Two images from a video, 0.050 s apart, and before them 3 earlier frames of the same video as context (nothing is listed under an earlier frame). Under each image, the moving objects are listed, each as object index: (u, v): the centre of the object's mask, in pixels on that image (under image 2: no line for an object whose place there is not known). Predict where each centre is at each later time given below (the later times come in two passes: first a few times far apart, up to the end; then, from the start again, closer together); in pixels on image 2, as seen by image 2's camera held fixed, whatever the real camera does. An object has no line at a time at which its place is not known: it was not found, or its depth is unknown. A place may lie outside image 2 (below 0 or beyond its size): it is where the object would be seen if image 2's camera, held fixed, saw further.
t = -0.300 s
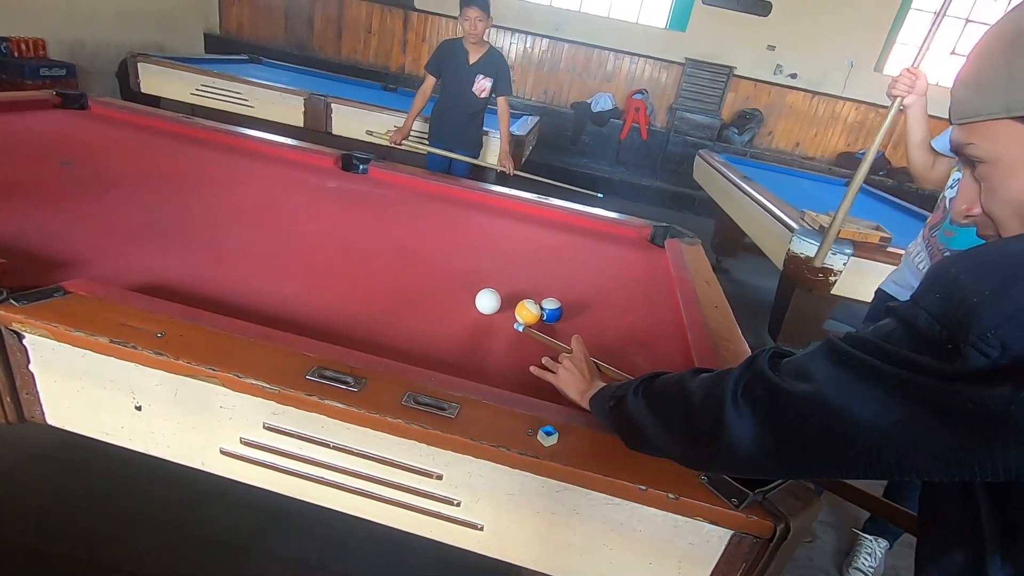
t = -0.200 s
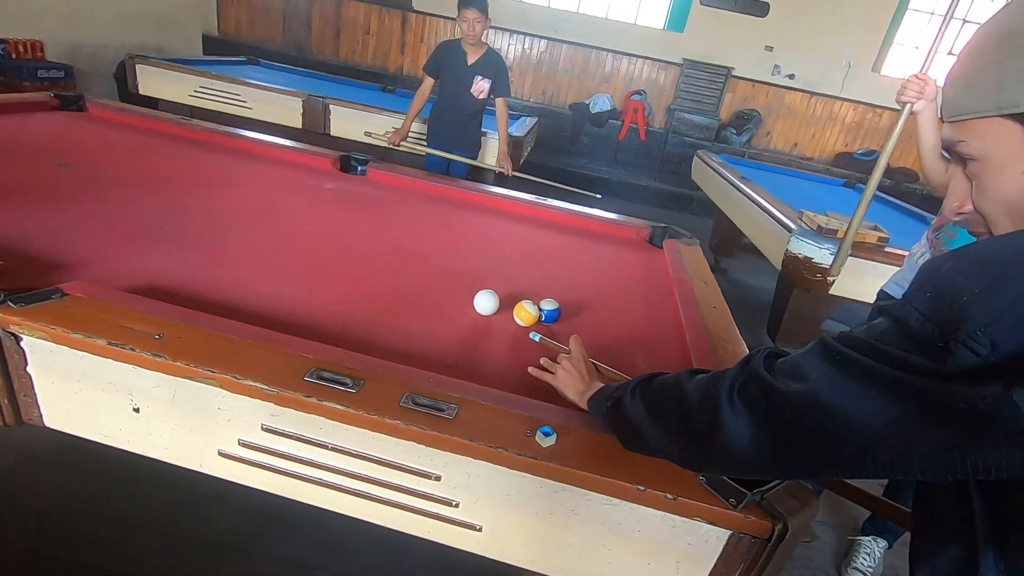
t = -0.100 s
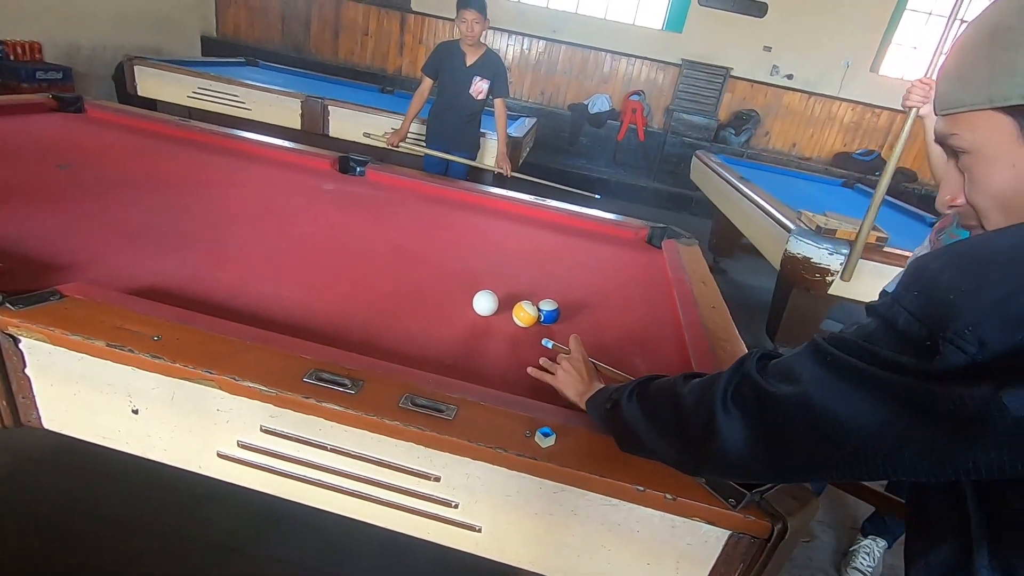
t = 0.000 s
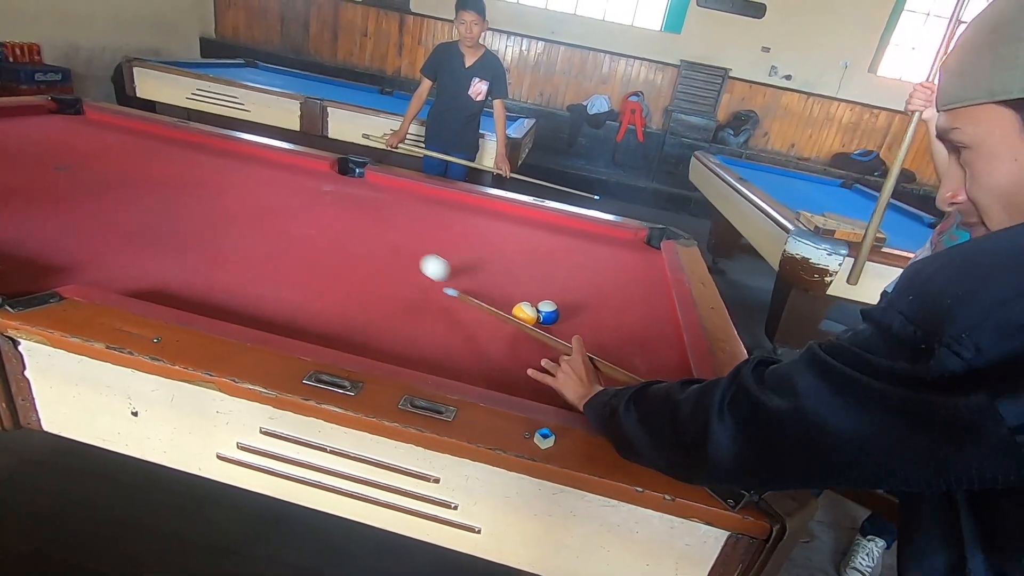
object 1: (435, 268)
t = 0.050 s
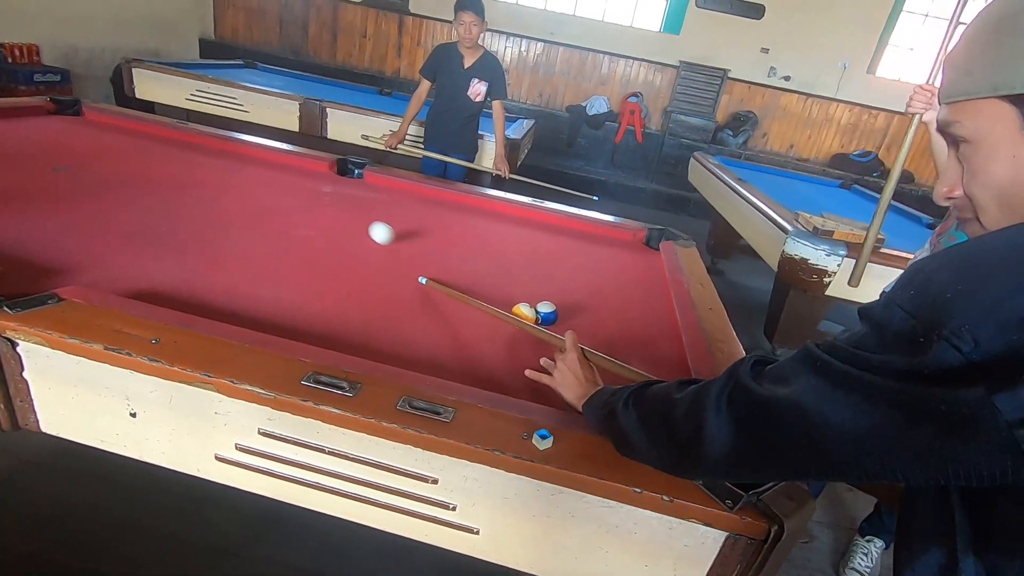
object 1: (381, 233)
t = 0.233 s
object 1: (264, 153)
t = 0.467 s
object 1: (38, 136)
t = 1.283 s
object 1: (21, 193)
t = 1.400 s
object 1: (96, 195)
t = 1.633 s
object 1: (242, 200)
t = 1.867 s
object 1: (359, 204)
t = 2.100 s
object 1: (453, 208)
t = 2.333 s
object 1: (525, 213)
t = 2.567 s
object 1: (563, 228)
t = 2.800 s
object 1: (602, 244)
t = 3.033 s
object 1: (644, 262)
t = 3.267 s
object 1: (641, 267)
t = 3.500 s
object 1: (617, 267)
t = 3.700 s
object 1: (597, 266)
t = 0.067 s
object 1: (366, 223)
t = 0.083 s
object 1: (353, 214)
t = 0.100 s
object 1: (340, 205)
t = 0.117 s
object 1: (329, 197)
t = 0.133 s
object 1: (318, 189)
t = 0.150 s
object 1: (307, 182)
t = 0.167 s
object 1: (298, 175)
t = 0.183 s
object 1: (289, 169)
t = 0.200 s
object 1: (280, 163)
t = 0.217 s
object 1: (272, 158)
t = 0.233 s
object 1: (264, 153)
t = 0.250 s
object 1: (250, 151)
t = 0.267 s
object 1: (235, 150)
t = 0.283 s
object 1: (219, 149)
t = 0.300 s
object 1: (203, 148)
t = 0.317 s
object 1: (188, 147)
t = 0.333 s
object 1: (171, 146)
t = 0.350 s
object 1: (155, 145)
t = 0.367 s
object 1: (139, 143)
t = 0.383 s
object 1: (122, 142)
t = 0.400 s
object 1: (106, 141)
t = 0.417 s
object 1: (89, 140)
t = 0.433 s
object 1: (72, 138)
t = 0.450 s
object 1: (55, 137)
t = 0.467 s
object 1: (38, 136)
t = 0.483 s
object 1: (23, 135)
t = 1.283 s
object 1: (21, 193)
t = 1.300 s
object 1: (27, 193)
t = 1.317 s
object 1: (34, 193)
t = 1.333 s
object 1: (47, 193)
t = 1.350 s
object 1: (60, 194)
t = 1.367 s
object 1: (72, 194)
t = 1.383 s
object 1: (84, 194)
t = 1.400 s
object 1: (96, 195)
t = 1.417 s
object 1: (107, 195)
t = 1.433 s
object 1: (119, 196)
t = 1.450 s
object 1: (130, 196)
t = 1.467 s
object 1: (141, 197)
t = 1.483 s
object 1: (152, 197)
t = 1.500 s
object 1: (163, 197)
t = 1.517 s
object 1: (173, 198)
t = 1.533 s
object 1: (184, 198)
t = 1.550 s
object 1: (194, 199)
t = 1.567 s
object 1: (204, 199)
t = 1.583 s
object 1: (214, 199)
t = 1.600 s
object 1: (223, 200)
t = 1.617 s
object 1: (233, 200)
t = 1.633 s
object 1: (242, 200)
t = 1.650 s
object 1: (252, 200)
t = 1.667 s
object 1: (261, 201)
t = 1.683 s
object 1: (269, 201)
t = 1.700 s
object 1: (278, 201)
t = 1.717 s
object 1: (287, 202)
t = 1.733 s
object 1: (295, 202)
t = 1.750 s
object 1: (304, 202)
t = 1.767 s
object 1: (312, 203)
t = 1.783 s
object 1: (320, 203)
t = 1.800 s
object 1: (328, 203)
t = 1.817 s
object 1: (336, 204)
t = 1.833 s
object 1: (343, 204)
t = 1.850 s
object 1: (351, 204)
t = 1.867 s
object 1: (359, 204)
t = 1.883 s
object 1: (366, 205)
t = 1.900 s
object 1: (373, 205)
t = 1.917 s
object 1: (380, 205)
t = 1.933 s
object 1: (388, 206)
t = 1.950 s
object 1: (395, 206)
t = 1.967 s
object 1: (401, 206)
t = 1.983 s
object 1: (408, 206)
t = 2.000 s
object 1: (415, 207)
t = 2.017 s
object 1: (421, 207)
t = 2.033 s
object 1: (428, 207)
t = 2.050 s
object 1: (434, 207)
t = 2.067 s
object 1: (441, 207)
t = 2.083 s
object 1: (447, 208)
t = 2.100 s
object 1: (453, 208)
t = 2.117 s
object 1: (459, 208)
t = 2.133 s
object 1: (465, 208)
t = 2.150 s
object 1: (471, 208)
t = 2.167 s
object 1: (477, 209)
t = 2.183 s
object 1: (483, 209)
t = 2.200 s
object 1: (489, 209)
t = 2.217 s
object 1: (494, 209)
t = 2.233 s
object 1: (499, 209)
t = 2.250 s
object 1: (505, 210)
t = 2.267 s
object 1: (511, 210)
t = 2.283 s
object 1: (516, 210)
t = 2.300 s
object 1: (521, 211)
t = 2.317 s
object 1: (523, 212)
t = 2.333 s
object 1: (525, 213)
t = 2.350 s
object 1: (528, 214)
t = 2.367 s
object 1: (530, 215)
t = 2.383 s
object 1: (533, 216)
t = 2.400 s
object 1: (536, 217)
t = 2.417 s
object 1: (538, 218)
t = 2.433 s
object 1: (541, 219)
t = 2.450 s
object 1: (544, 221)
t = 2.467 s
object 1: (546, 222)
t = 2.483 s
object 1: (549, 223)
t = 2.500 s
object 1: (552, 224)
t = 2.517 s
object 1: (554, 225)
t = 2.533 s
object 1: (557, 226)
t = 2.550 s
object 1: (560, 227)
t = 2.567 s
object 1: (563, 228)
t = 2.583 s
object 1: (565, 229)
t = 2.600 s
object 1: (568, 230)
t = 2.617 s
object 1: (571, 232)
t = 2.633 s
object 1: (574, 233)
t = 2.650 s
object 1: (576, 234)
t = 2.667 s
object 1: (579, 235)
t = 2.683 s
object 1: (582, 236)
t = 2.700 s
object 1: (585, 237)
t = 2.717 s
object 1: (588, 239)
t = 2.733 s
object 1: (590, 240)
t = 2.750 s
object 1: (593, 241)
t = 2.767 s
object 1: (596, 242)
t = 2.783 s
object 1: (599, 243)
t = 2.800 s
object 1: (602, 244)
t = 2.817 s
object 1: (605, 245)
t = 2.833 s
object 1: (608, 247)
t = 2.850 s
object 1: (611, 248)
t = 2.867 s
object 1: (614, 249)
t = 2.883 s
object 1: (617, 251)
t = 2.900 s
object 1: (620, 252)
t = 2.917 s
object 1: (622, 253)
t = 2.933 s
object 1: (625, 254)
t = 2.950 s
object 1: (628, 255)
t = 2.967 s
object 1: (631, 257)
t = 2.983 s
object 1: (634, 258)
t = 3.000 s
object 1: (637, 259)
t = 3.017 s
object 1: (640, 261)
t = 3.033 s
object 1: (644, 262)
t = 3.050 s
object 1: (646, 263)
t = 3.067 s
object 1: (650, 264)
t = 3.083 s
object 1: (653, 266)
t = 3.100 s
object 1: (656, 267)
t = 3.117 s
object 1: (656, 267)
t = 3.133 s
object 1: (654, 267)
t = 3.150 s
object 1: (652, 267)
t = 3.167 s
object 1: (650, 267)
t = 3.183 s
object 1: (649, 267)
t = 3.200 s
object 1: (647, 267)
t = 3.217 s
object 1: (646, 267)
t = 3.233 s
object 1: (644, 267)
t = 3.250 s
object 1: (642, 267)
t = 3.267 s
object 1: (641, 267)
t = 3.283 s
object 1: (639, 267)
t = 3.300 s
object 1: (637, 267)
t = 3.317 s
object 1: (636, 267)
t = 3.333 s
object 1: (634, 267)
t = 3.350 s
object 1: (632, 267)
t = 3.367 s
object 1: (631, 267)
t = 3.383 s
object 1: (629, 267)
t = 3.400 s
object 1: (627, 267)
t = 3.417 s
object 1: (626, 267)
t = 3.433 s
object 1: (624, 267)
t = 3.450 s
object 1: (622, 267)
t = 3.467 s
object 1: (621, 267)
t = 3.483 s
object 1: (619, 267)
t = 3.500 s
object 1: (617, 267)
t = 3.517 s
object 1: (616, 267)
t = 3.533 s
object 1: (614, 266)
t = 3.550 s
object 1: (612, 266)
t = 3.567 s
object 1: (611, 266)
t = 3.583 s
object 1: (609, 266)
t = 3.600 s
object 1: (607, 266)
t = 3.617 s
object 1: (606, 266)
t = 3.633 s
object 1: (604, 266)
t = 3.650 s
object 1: (602, 266)
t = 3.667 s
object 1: (601, 266)
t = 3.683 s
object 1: (599, 266)
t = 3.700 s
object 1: (597, 266)
